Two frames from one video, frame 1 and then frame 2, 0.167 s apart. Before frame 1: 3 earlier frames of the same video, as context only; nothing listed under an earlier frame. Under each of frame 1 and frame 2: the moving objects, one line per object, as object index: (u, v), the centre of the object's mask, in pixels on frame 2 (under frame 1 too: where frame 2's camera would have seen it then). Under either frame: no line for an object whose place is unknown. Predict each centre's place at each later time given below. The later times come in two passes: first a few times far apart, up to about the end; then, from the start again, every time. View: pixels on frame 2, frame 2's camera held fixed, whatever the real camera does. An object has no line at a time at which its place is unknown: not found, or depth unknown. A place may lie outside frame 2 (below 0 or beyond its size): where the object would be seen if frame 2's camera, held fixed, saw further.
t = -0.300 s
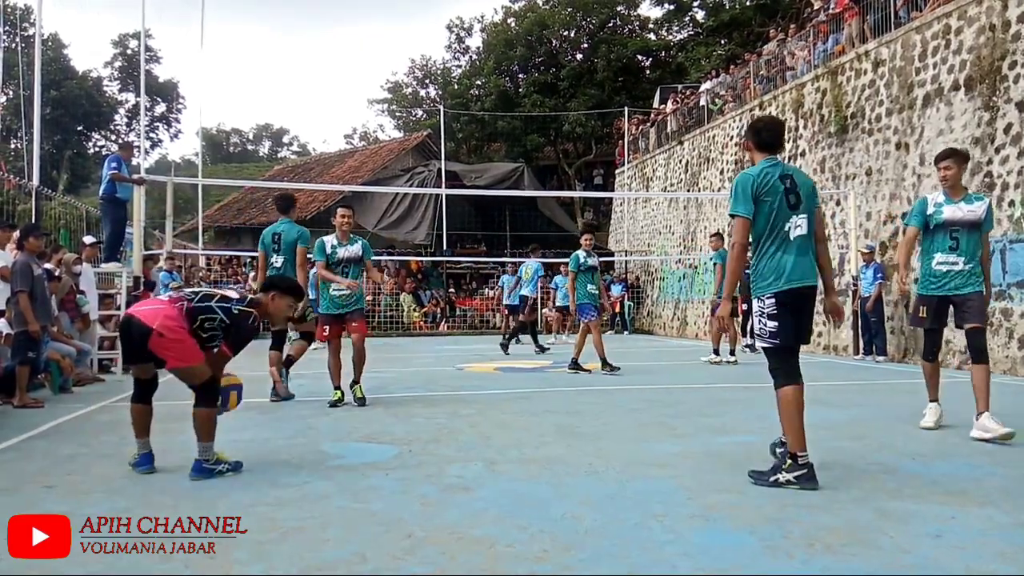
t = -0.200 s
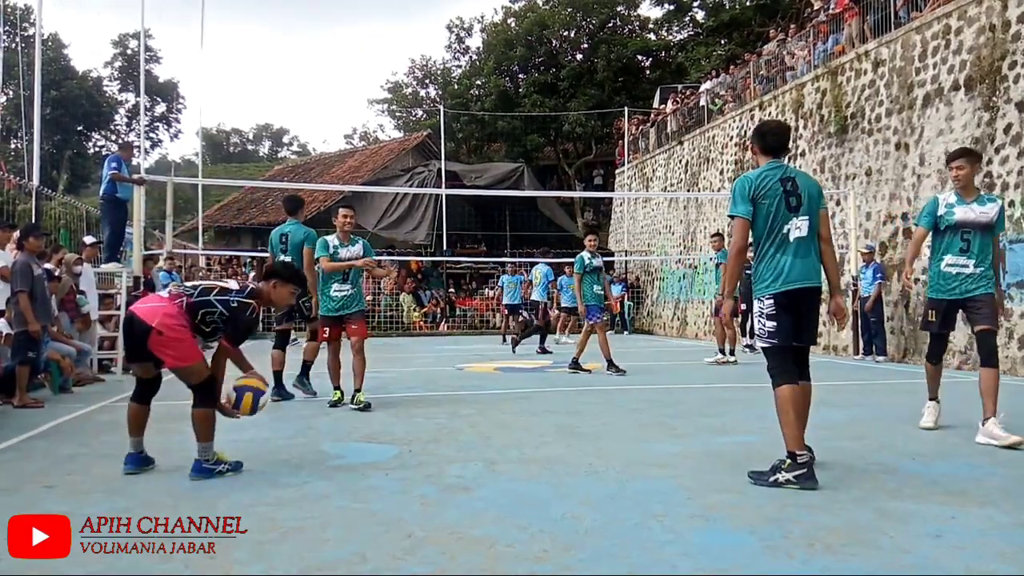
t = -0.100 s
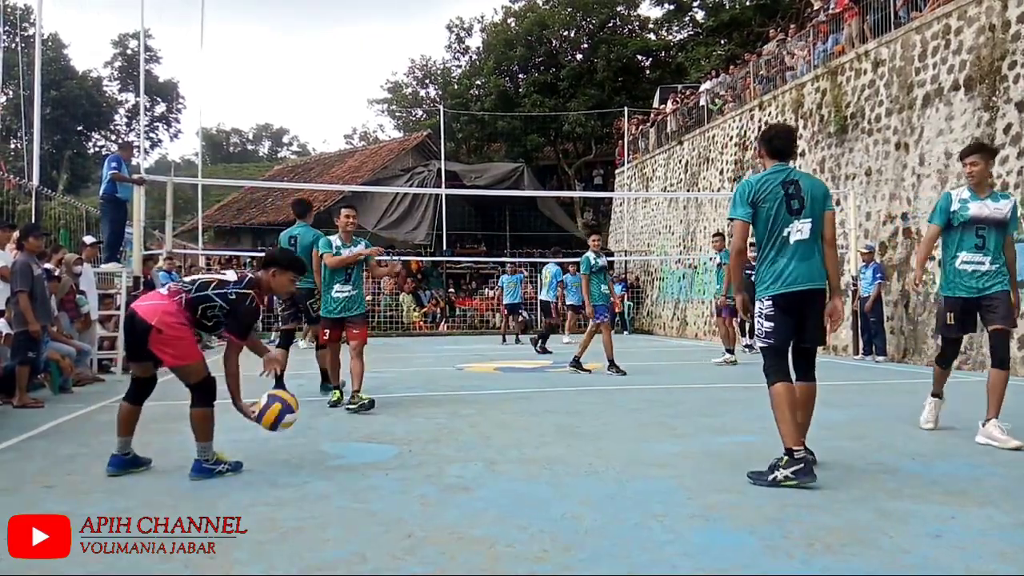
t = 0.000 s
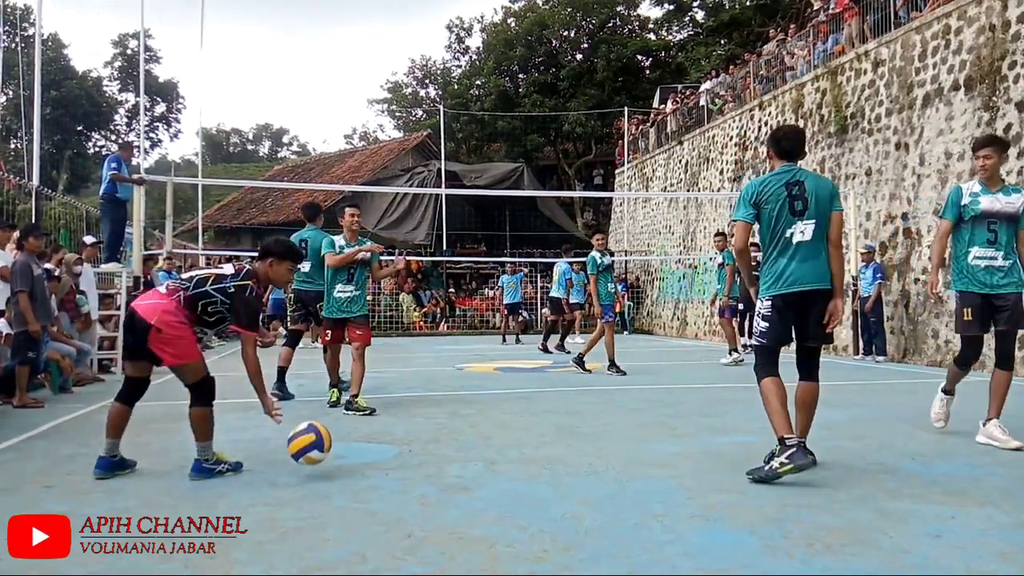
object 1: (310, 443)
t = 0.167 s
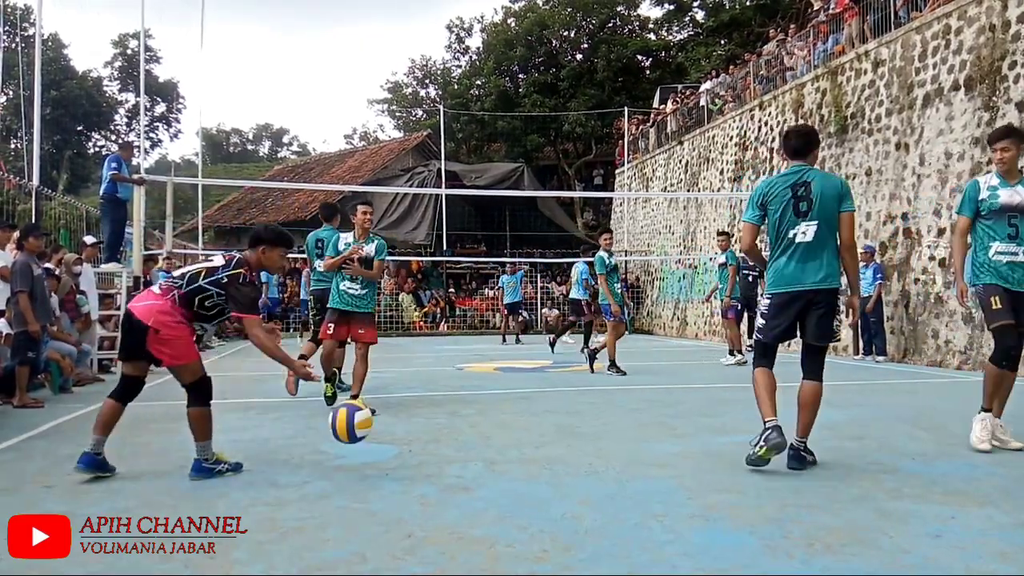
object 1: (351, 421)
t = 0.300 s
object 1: (382, 415)
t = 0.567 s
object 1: (448, 441)
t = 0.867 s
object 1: (532, 469)
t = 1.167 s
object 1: (624, 460)
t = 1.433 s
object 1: (710, 461)
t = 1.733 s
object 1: (815, 476)
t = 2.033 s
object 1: (934, 496)
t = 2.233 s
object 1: (1008, 503)
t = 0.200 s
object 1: (358, 417)
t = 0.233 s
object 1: (365, 413)
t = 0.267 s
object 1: (374, 414)
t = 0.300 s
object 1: (382, 415)
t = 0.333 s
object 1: (390, 420)
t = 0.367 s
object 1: (398, 426)
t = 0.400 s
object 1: (405, 434)
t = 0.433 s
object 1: (413, 445)
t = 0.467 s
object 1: (422, 459)
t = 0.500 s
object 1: (430, 461)
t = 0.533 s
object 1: (439, 450)
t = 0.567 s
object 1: (448, 441)
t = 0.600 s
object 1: (456, 435)
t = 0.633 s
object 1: (465, 431)
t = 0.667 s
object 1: (474, 429)
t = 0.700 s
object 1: (484, 429)
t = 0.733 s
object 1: (493, 432)
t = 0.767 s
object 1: (503, 438)
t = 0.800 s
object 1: (513, 445)
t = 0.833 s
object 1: (522, 456)
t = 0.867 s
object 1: (532, 469)
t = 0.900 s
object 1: (541, 472)
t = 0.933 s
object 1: (551, 462)
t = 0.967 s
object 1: (561, 454)
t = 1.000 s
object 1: (571, 449)
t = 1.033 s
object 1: (581, 446)
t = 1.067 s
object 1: (592, 446)
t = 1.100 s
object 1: (602, 448)
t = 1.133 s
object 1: (613, 453)
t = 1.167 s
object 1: (624, 460)
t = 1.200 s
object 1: (635, 470)
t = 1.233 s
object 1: (647, 484)
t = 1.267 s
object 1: (658, 476)
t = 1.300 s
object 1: (668, 468)
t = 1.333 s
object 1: (678, 462)
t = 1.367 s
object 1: (689, 459)
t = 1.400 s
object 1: (699, 459)
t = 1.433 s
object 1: (710, 461)
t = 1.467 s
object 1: (722, 466)
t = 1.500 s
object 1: (733, 473)
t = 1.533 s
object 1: (745, 484)
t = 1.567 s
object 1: (757, 493)
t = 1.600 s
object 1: (767, 483)
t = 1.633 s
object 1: (778, 478)
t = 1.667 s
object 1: (791, 474)
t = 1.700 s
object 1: (803, 473)
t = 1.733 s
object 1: (815, 476)
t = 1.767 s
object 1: (829, 481)
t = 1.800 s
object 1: (841, 489)
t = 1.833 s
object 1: (853, 501)
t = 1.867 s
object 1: (866, 498)
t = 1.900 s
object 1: (879, 492)
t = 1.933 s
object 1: (892, 488)
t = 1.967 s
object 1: (905, 488)
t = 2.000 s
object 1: (920, 490)
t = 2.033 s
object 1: (934, 496)
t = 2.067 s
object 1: (947, 505)
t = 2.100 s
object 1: (961, 511)
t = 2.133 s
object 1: (975, 505)
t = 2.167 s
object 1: (990, 502)
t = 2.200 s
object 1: (1000, 501)
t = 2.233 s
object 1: (1008, 503)
